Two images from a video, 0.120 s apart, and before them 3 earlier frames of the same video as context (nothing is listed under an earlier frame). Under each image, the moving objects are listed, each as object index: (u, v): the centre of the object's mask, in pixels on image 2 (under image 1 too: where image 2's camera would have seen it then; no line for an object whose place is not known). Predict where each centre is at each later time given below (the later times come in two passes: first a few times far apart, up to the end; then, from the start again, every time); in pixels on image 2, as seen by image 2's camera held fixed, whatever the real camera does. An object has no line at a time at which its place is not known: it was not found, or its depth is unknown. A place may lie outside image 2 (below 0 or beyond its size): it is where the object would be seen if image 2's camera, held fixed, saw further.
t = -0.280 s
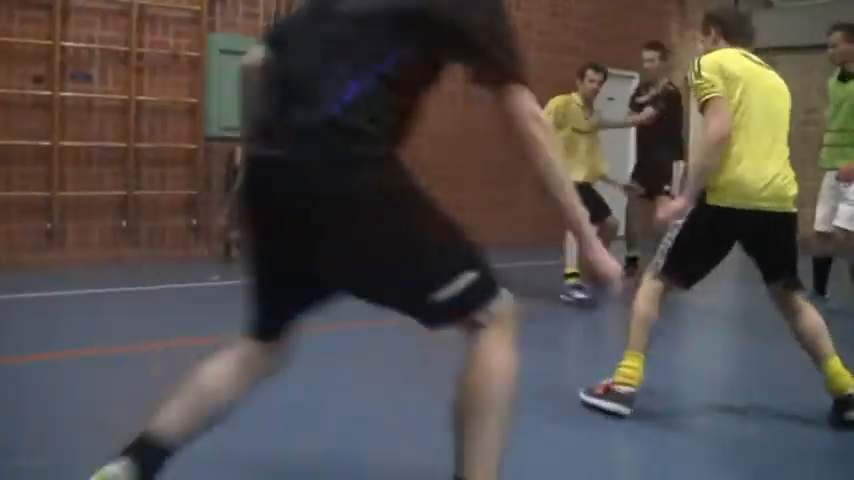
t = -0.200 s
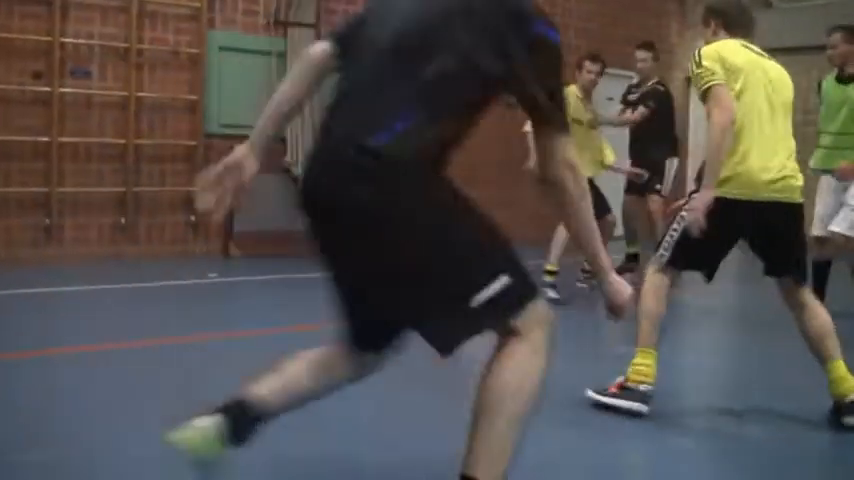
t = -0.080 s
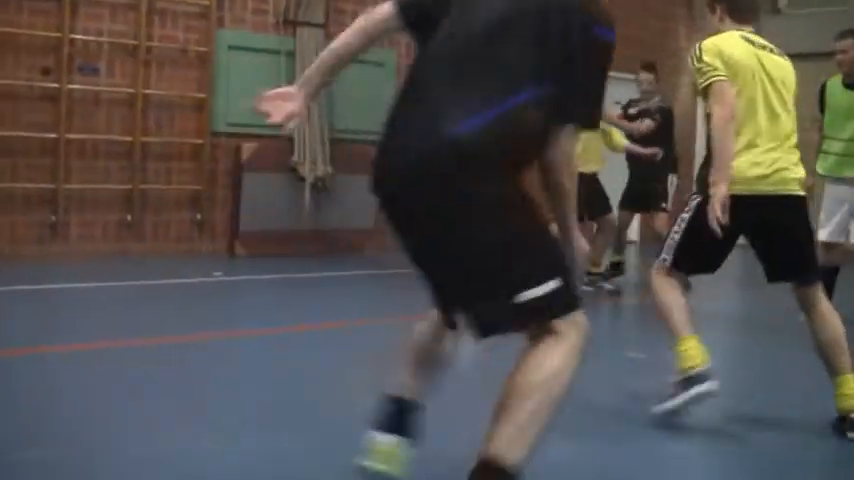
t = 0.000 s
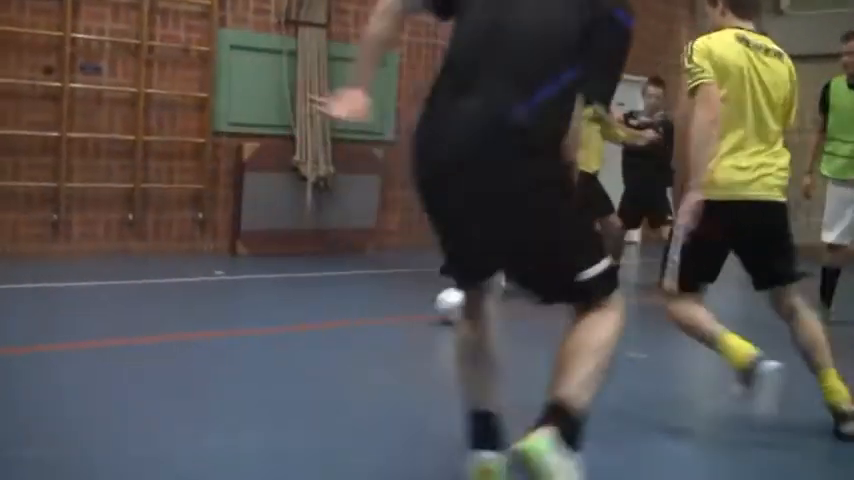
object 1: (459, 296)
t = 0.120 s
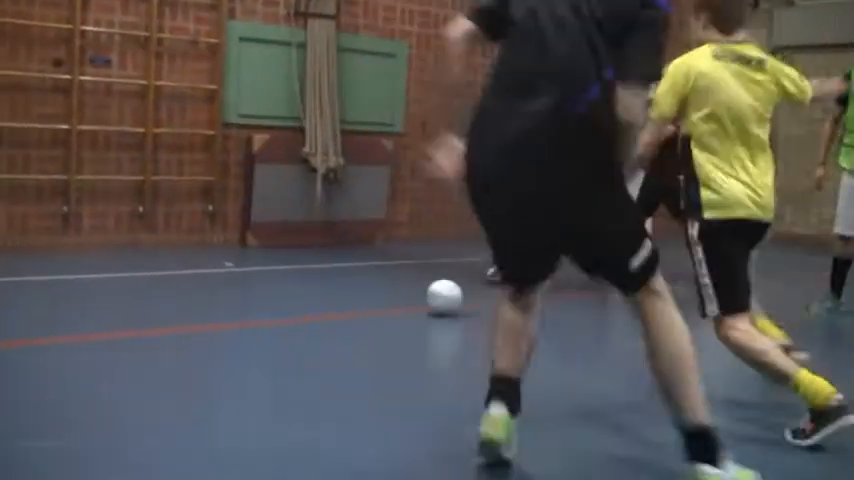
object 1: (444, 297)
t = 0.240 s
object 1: (425, 298)
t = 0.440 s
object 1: (391, 299)
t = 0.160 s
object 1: (437, 298)
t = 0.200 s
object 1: (431, 298)
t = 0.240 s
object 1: (425, 298)
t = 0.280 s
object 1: (417, 298)
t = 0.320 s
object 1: (410, 299)
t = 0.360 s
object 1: (404, 300)
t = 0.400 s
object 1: (398, 299)
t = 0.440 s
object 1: (391, 299)
